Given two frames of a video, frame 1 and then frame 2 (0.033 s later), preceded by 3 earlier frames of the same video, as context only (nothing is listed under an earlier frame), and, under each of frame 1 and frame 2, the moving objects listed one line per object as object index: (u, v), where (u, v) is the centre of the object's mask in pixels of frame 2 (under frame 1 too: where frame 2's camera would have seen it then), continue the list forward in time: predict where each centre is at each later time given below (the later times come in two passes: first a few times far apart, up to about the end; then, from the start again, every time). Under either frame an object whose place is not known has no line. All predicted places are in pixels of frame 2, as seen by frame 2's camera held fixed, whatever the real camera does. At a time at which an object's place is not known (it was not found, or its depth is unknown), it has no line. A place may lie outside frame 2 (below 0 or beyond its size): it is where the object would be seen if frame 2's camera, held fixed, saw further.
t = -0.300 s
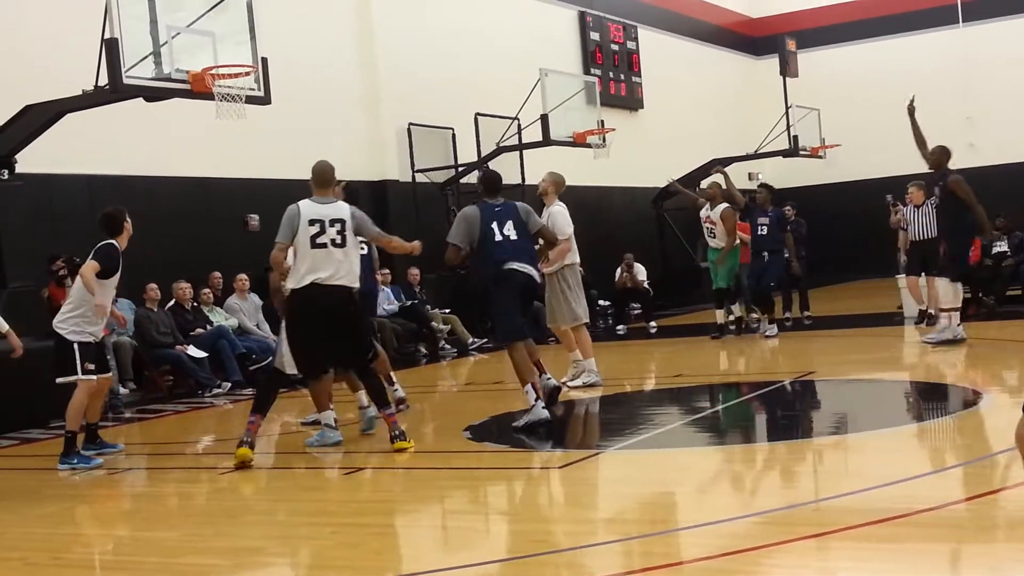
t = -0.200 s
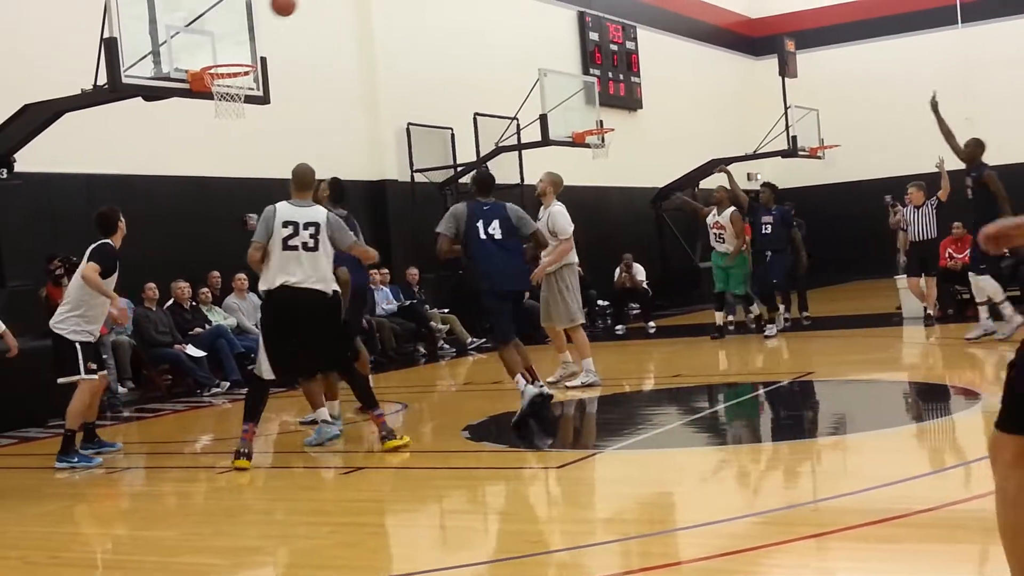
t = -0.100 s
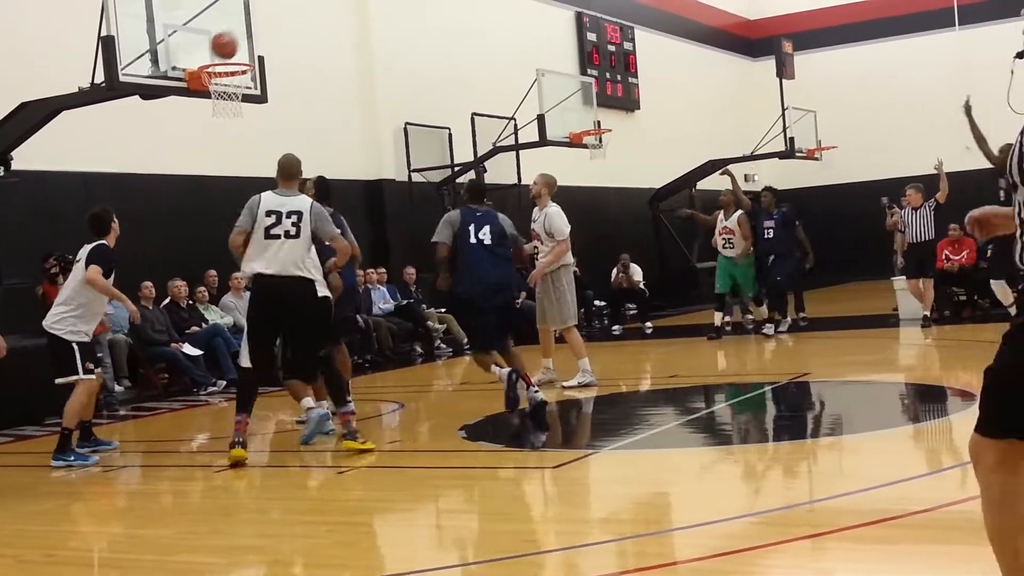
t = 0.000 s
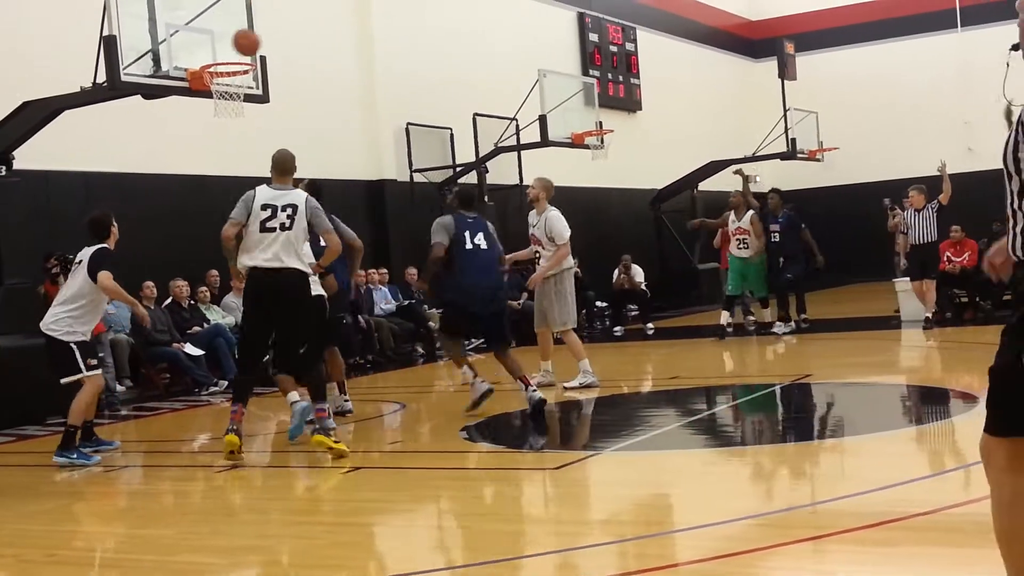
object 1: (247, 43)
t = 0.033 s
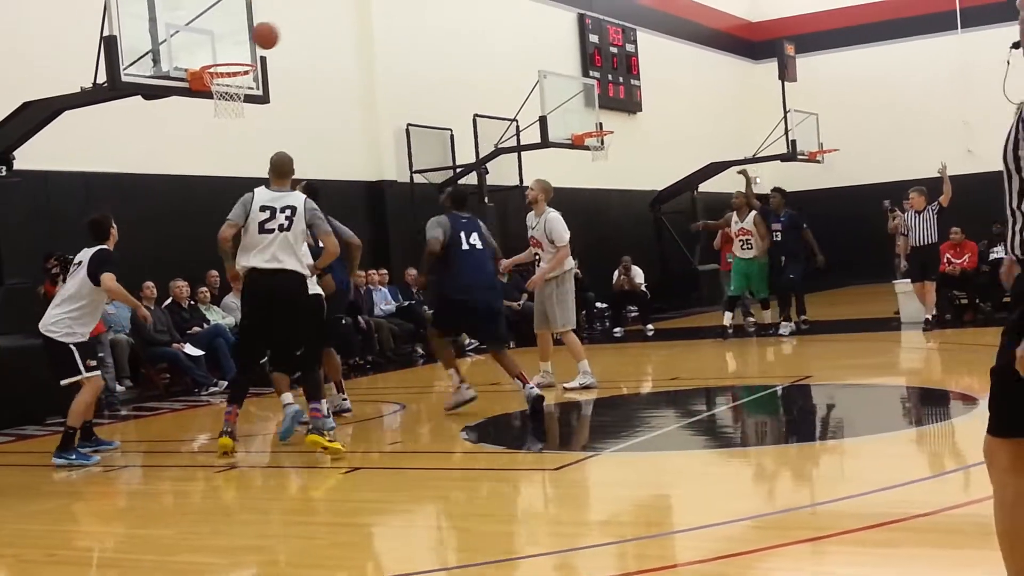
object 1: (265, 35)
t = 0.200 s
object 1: (361, 16)
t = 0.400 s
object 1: (478, 33)
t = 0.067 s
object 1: (284, 29)
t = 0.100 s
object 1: (302, 24)
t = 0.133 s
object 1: (321, 20)
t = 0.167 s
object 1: (341, 17)
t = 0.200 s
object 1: (361, 16)
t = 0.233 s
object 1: (379, 15)
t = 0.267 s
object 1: (398, 16)
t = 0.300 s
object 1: (418, 19)
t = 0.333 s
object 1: (438, 23)
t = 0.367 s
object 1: (458, 27)
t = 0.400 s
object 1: (478, 33)
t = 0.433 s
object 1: (497, 41)
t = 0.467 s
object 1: (518, 50)
